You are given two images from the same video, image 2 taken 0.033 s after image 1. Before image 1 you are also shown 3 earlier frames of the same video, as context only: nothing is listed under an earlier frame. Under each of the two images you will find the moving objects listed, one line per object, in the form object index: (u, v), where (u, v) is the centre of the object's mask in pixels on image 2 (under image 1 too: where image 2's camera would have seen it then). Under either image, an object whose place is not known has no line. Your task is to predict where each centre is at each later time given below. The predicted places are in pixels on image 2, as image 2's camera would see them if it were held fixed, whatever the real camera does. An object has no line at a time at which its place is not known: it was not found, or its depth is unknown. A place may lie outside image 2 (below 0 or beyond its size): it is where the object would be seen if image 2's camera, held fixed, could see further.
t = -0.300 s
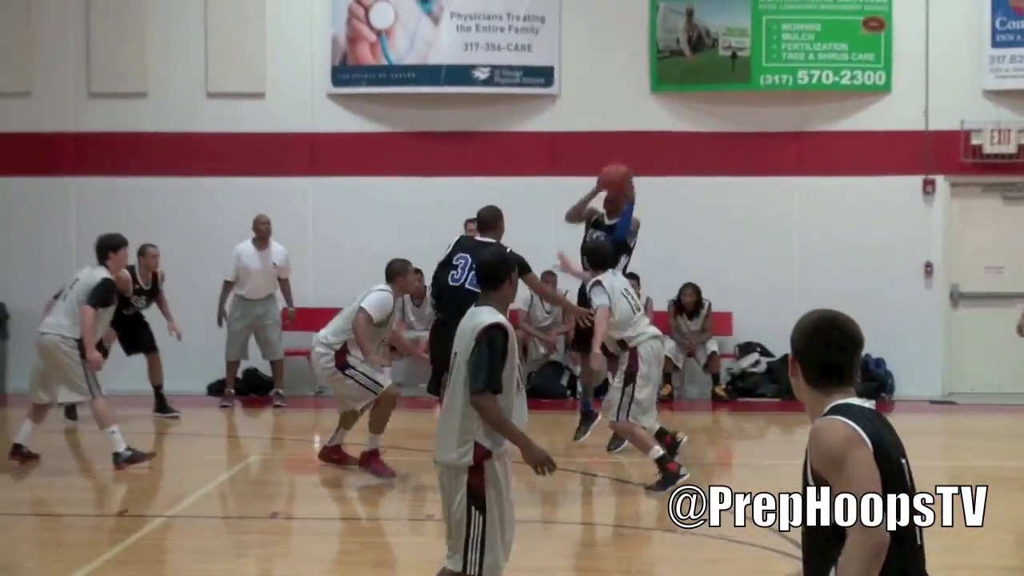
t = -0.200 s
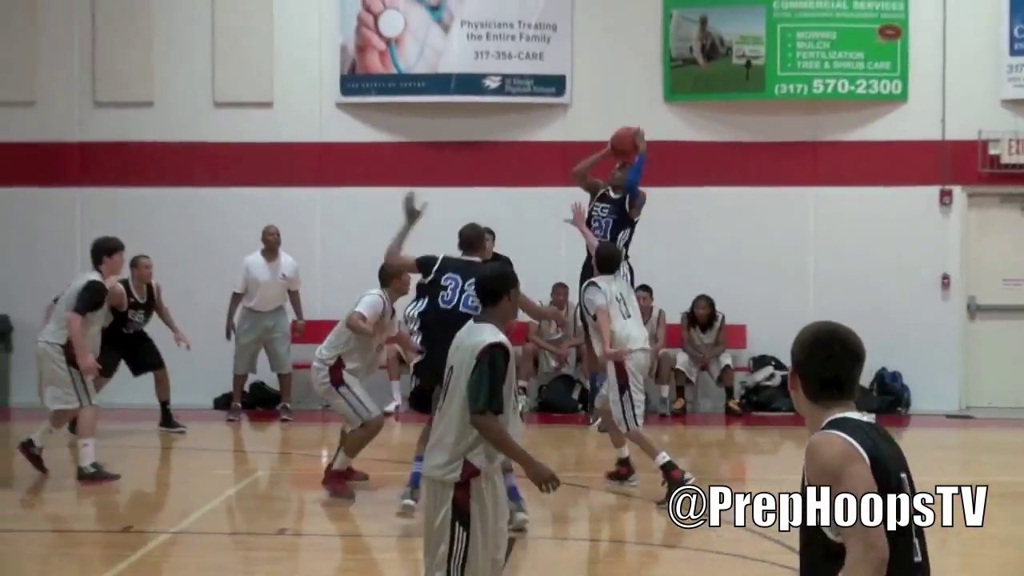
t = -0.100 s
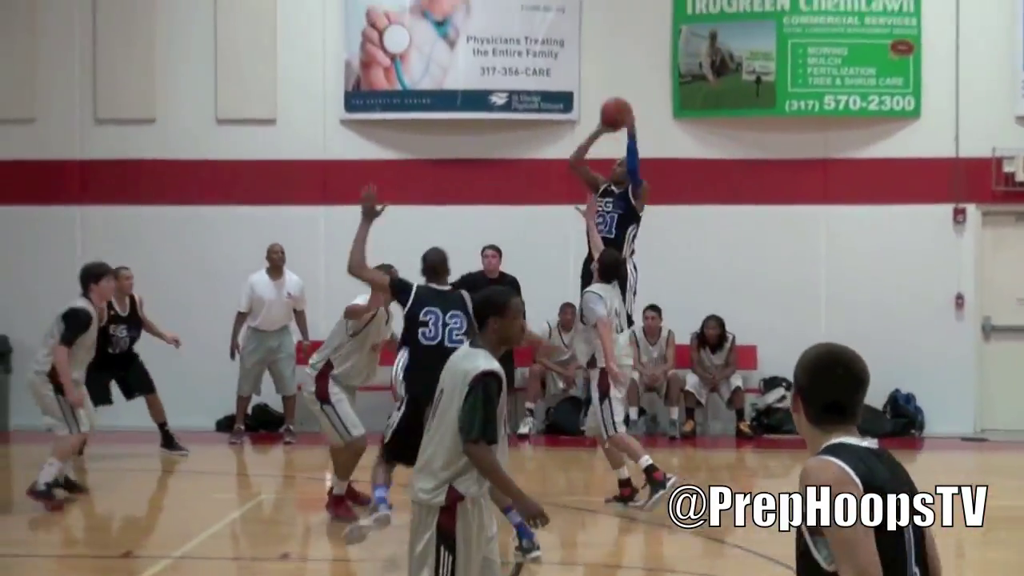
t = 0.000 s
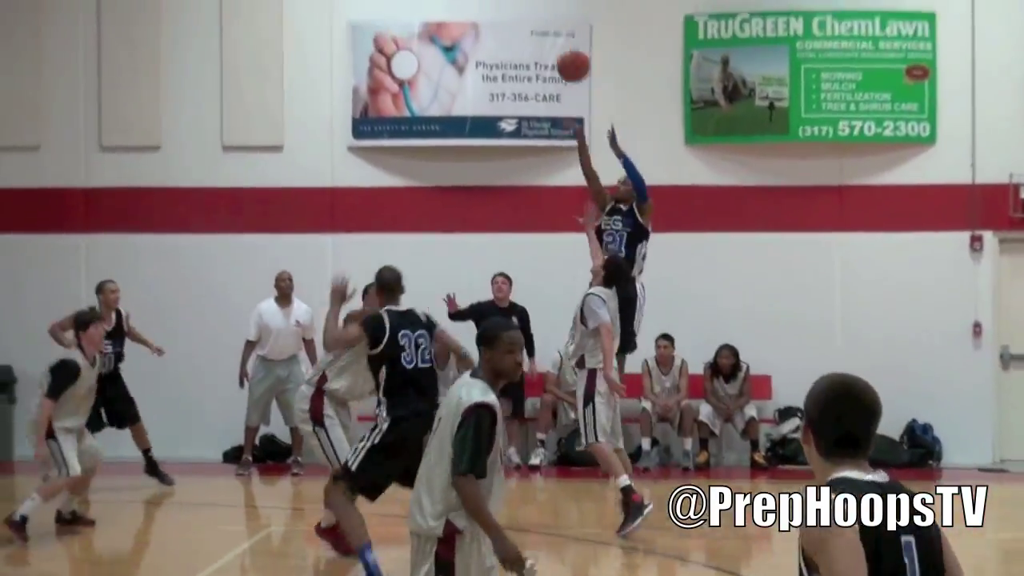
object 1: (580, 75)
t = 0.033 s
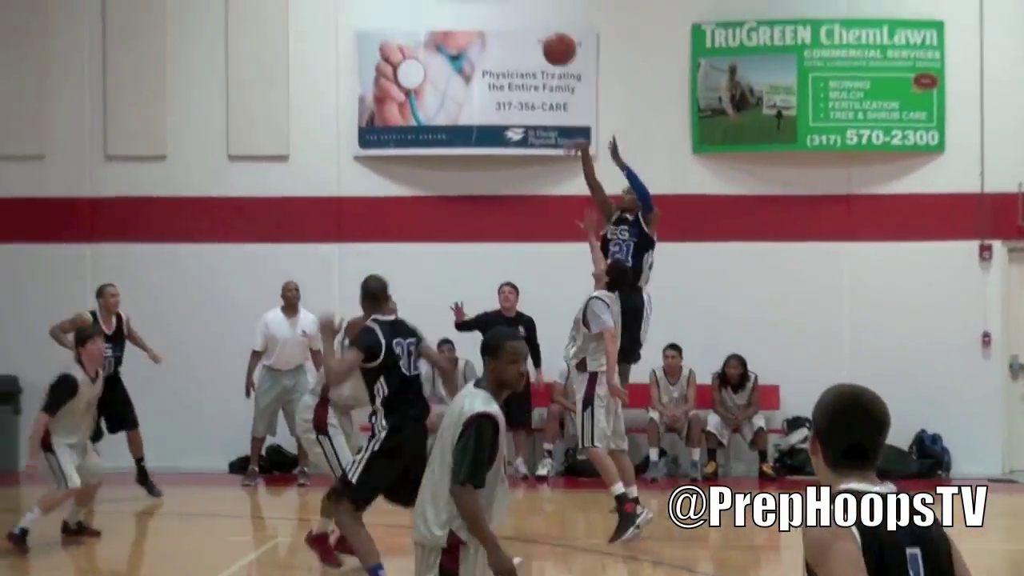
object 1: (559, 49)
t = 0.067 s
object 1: (537, 24)
